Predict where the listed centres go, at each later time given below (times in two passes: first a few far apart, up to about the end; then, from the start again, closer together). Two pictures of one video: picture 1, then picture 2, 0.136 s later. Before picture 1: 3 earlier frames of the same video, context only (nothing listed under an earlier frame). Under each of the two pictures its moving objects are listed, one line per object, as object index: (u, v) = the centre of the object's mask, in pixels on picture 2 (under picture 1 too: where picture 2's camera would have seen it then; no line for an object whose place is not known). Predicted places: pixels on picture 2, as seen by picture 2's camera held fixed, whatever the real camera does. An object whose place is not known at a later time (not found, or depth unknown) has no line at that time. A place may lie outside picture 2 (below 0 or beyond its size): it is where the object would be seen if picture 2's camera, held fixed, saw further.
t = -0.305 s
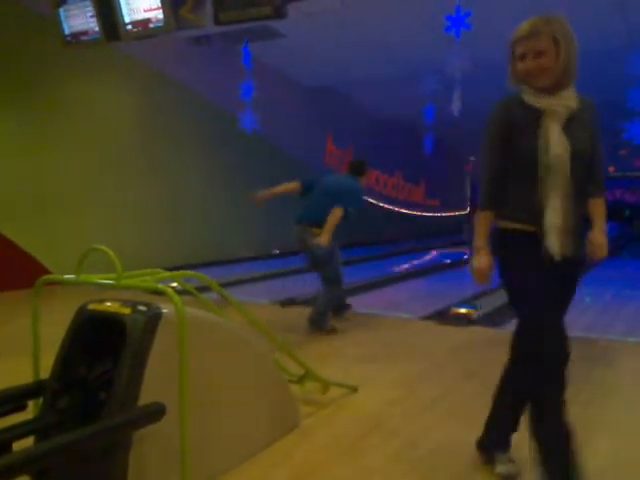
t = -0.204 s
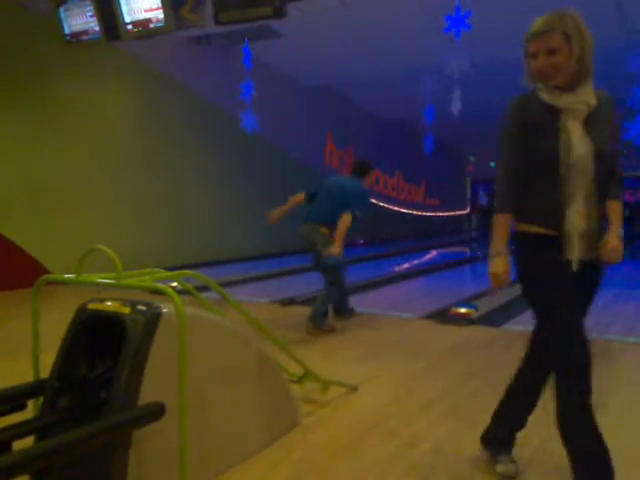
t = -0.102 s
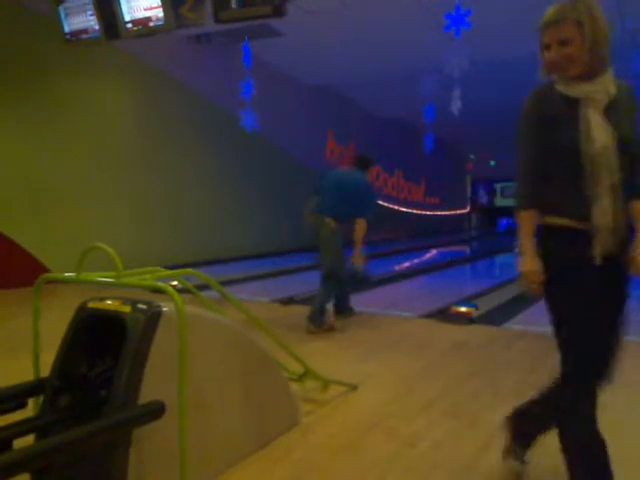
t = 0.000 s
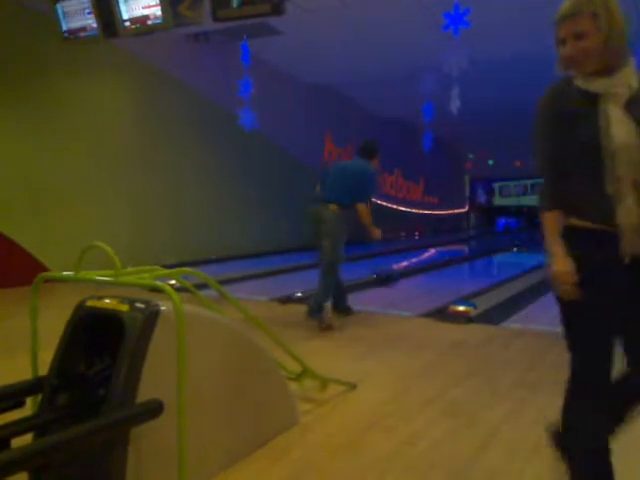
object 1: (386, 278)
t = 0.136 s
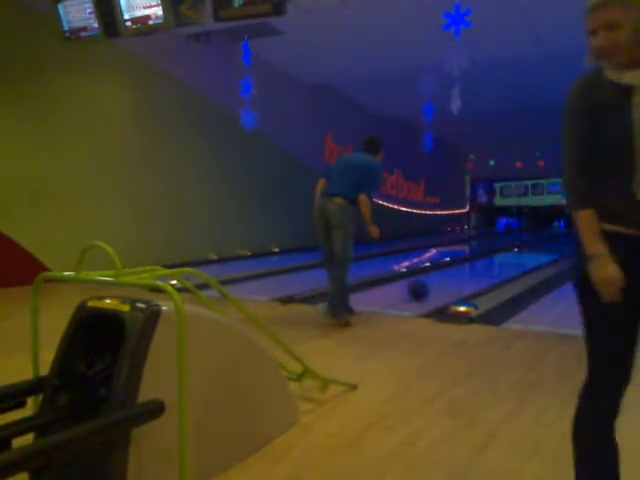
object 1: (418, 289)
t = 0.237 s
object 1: (437, 281)
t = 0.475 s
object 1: (472, 270)
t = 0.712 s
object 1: (495, 262)
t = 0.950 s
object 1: (517, 254)
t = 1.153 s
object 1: (529, 251)
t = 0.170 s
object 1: (425, 286)
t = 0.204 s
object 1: (431, 283)
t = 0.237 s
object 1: (437, 281)
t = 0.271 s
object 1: (442, 280)
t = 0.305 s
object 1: (447, 279)
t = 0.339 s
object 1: (454, 278)
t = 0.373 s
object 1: (458, 277)
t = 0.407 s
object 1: (462, 275)
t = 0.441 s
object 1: (468, 272)
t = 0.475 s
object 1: (472, 270)
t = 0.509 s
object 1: (476, 269)
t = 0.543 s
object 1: (478, 268)
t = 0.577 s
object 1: (481, 266)
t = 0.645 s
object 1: (491, 264)
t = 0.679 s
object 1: (492, 263)
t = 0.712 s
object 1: (495, 262)
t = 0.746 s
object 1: (499, 260)
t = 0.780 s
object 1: (503, 261)
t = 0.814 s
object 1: (505, 259)
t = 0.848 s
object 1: (508, 259)
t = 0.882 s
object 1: (513, 256)
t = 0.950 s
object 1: (517, 254)
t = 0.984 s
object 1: (517, 254)
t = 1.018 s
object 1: (521, 254)
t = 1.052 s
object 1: (525, 252)
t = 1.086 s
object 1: (526, 252)
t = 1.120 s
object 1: (528, 251)
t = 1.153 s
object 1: (529, 251)
